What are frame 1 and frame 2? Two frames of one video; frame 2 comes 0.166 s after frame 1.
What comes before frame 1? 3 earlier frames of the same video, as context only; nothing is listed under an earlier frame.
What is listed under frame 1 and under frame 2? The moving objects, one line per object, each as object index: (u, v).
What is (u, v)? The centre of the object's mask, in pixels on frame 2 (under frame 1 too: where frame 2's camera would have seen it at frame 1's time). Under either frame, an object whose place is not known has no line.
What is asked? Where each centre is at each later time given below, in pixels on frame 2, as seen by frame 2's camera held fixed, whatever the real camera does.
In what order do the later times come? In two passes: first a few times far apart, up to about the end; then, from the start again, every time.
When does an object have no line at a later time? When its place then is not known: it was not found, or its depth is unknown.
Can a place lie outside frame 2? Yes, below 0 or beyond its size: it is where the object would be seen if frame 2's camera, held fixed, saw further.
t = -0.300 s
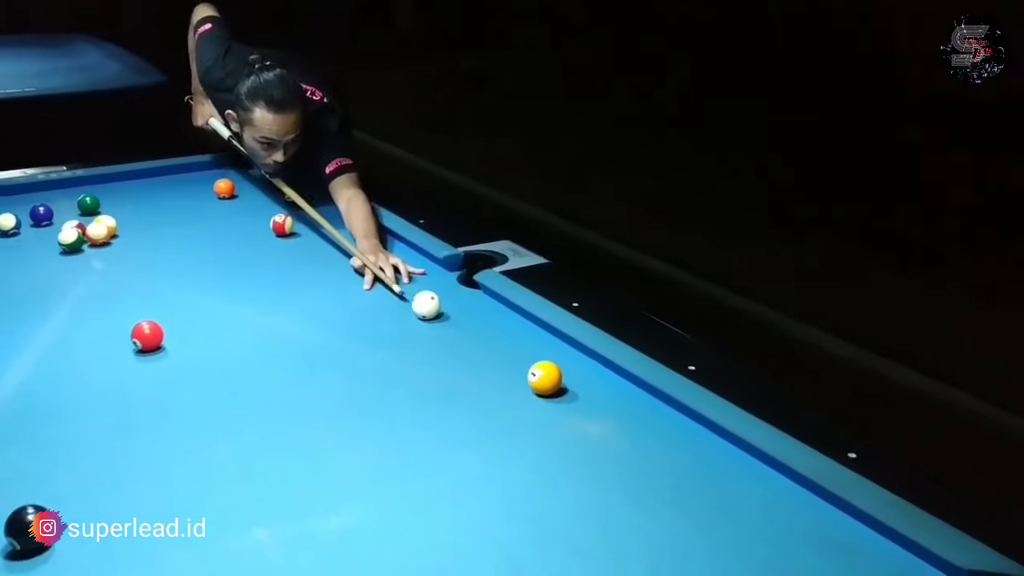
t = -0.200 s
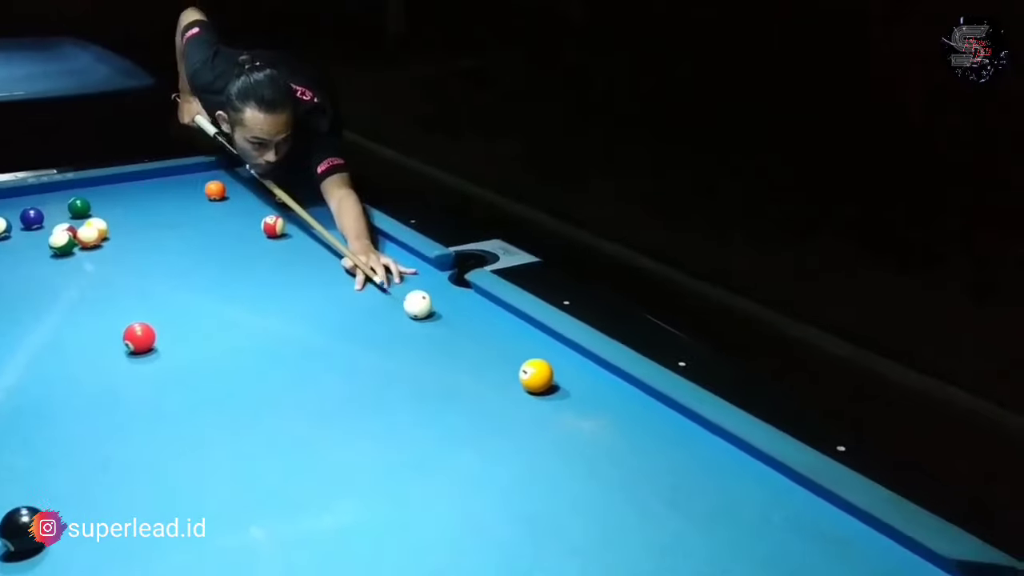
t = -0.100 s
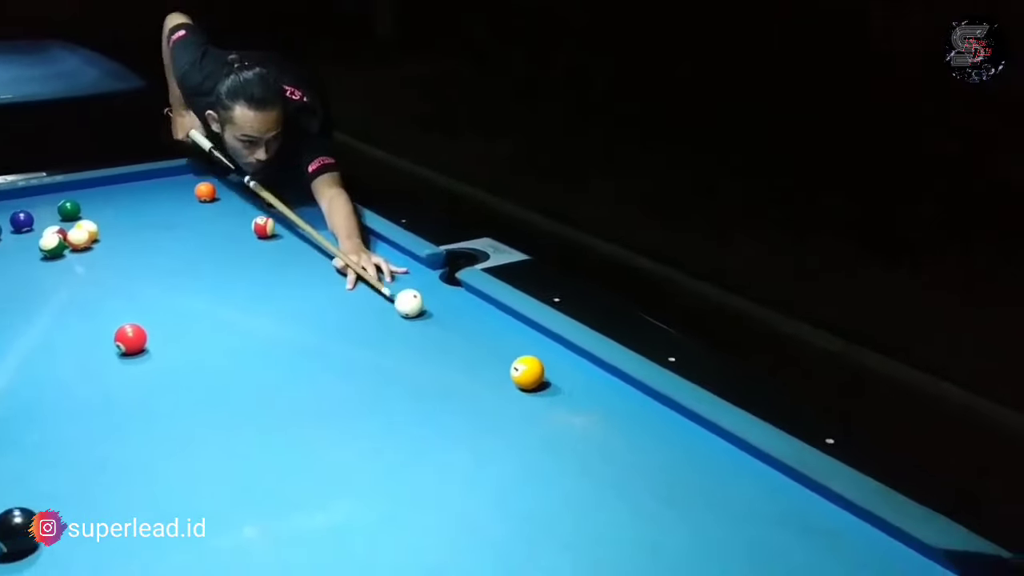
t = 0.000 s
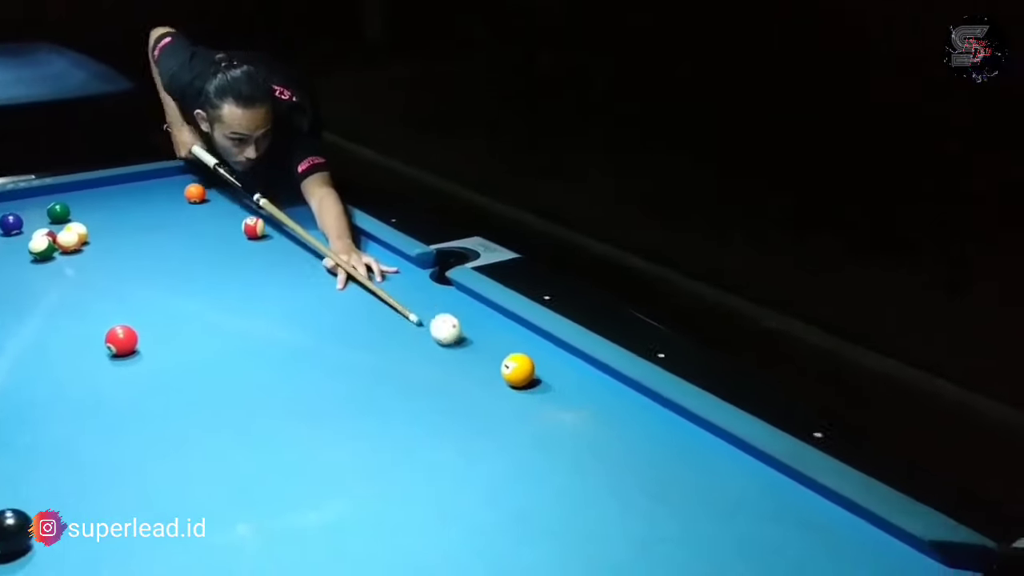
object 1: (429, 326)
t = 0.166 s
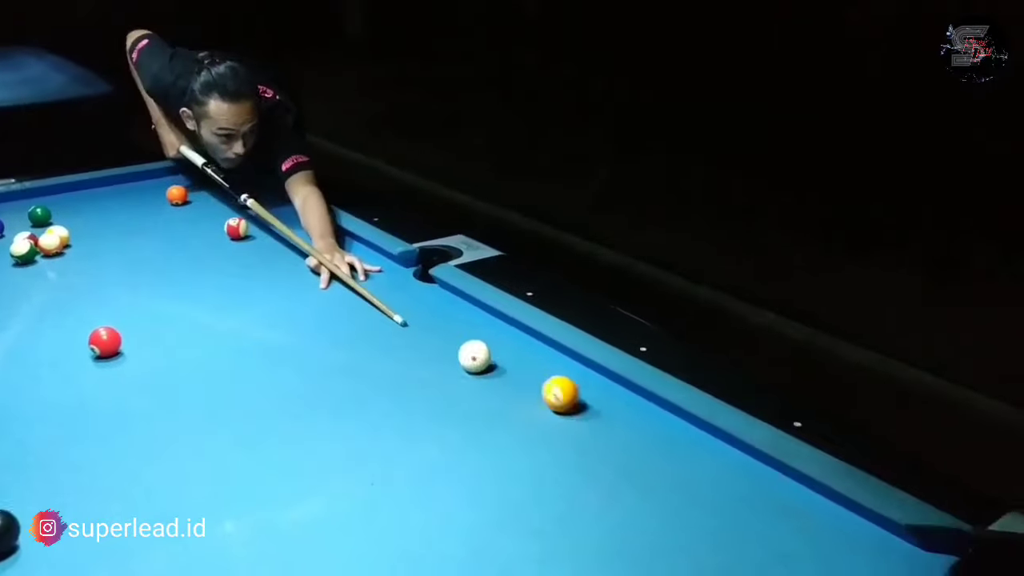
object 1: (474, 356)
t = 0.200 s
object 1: (472, 356)
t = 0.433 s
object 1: (461, 357)
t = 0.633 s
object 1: (453, 359)
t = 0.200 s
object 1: (472, 356)
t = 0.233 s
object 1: (471, 356)
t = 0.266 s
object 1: (469, 357)
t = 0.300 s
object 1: (467, 357)
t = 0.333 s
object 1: (465, 357)
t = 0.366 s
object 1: (464, 357)
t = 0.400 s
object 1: (462, 357)
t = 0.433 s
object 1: (461, 357)
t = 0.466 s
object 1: (459, 358)
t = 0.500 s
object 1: (458, 358)
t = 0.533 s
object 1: (457, 358)
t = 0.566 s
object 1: (455, 358)
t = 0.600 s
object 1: (454, 359)
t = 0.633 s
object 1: (453, 359)
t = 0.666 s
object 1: (452, 359)
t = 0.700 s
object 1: (451, 359)
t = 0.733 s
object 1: (449, 359)
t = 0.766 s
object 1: (448, 360)
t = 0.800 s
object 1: (448, 360)
